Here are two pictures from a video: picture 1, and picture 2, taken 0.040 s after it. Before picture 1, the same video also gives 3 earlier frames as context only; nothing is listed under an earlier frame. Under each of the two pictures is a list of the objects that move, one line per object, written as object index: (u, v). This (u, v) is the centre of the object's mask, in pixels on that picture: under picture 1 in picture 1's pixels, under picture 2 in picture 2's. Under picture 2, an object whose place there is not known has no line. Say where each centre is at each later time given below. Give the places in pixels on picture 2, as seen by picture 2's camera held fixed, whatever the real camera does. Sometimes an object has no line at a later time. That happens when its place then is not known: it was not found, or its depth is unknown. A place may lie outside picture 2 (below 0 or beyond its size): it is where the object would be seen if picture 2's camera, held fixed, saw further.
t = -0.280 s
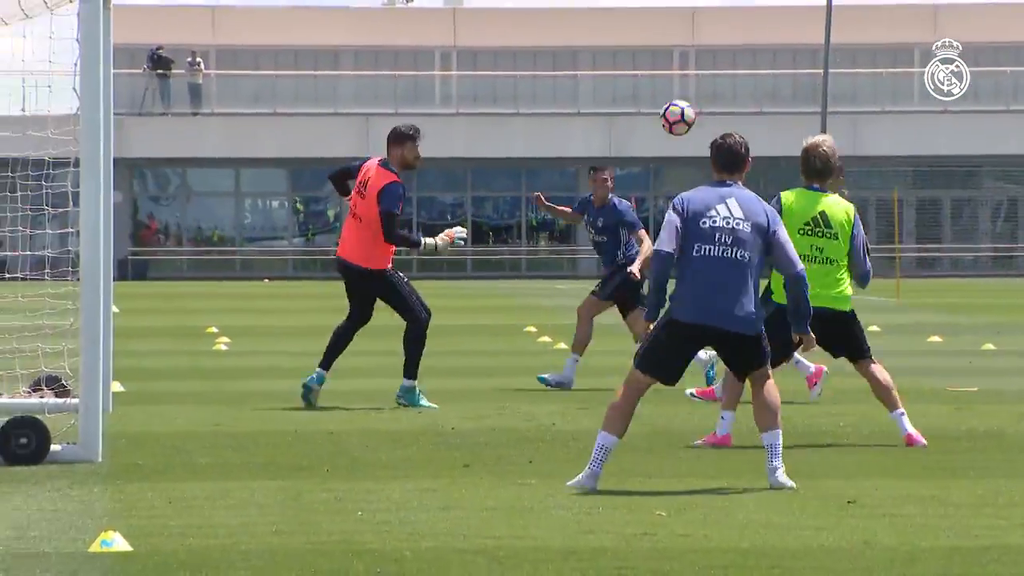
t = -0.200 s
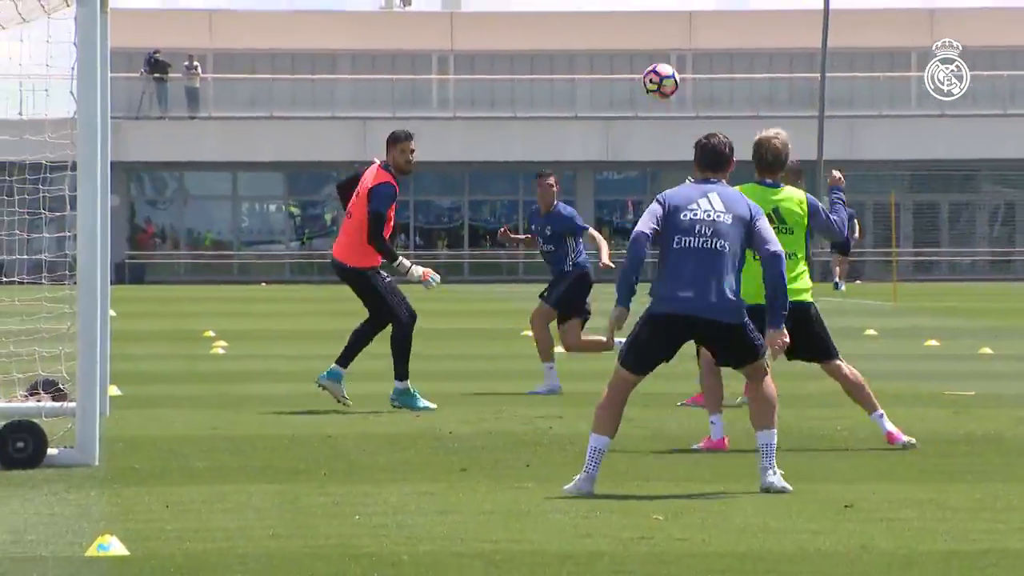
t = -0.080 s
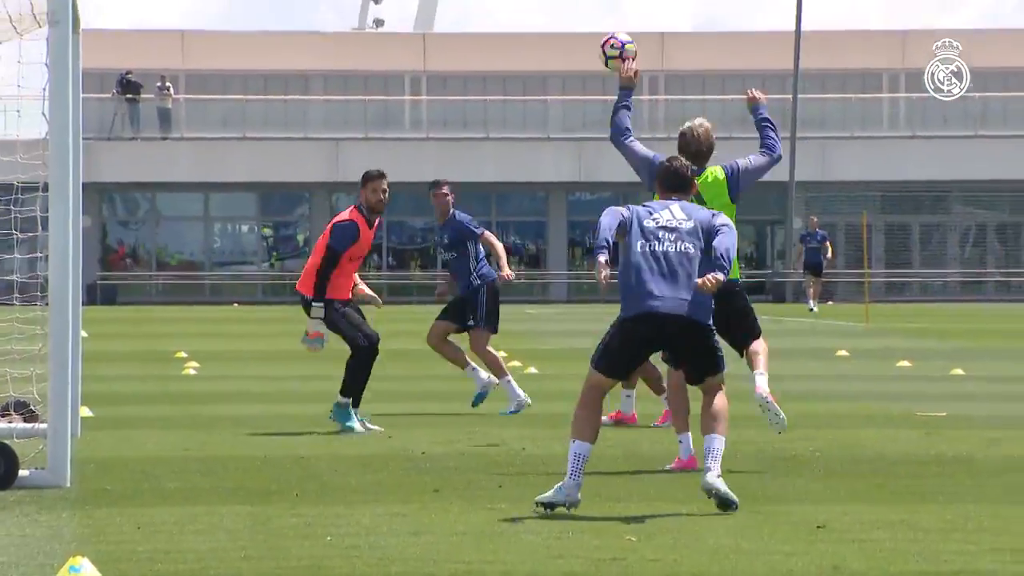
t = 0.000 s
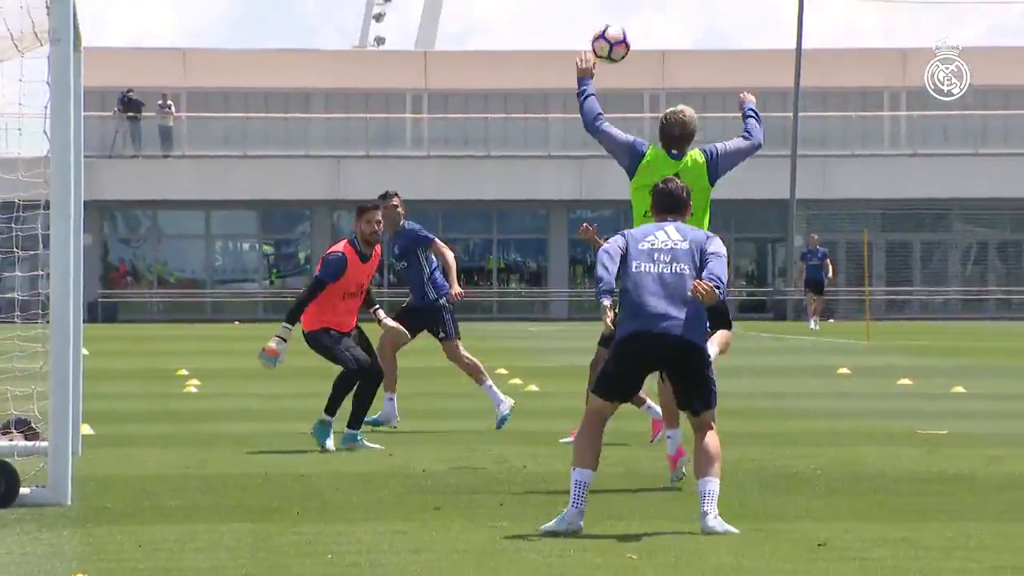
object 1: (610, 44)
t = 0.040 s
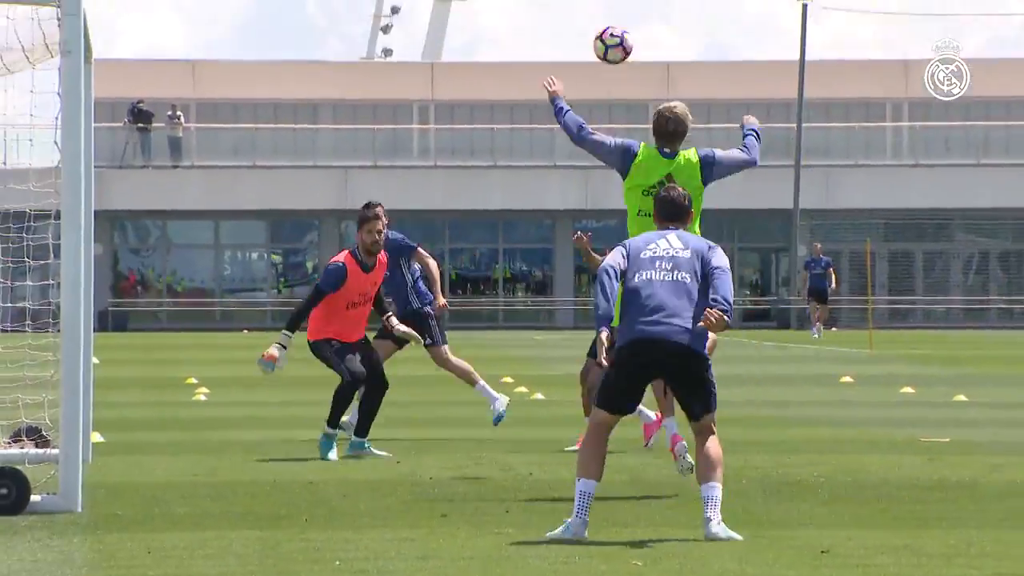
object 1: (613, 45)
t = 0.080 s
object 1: (611, 37)
